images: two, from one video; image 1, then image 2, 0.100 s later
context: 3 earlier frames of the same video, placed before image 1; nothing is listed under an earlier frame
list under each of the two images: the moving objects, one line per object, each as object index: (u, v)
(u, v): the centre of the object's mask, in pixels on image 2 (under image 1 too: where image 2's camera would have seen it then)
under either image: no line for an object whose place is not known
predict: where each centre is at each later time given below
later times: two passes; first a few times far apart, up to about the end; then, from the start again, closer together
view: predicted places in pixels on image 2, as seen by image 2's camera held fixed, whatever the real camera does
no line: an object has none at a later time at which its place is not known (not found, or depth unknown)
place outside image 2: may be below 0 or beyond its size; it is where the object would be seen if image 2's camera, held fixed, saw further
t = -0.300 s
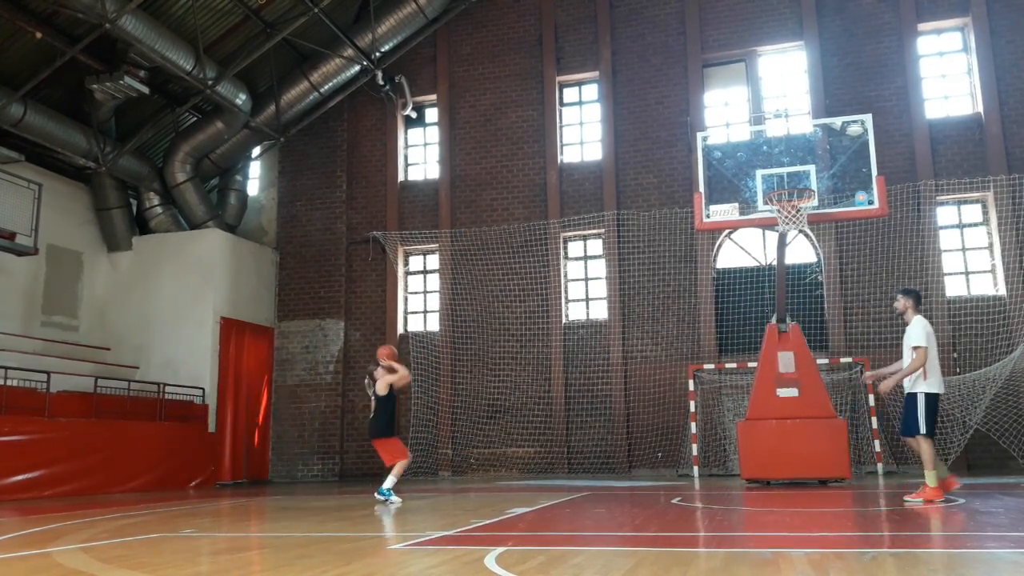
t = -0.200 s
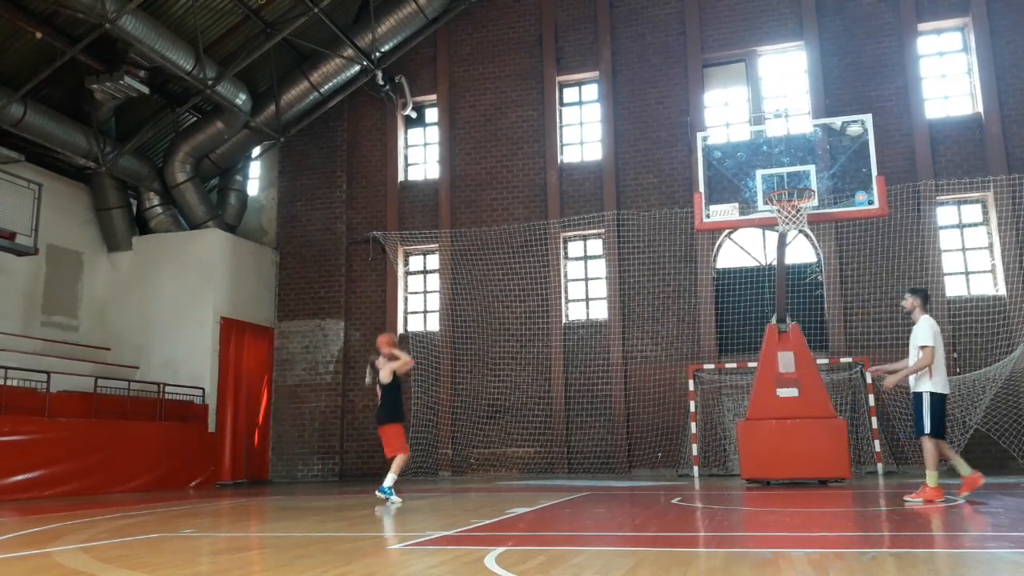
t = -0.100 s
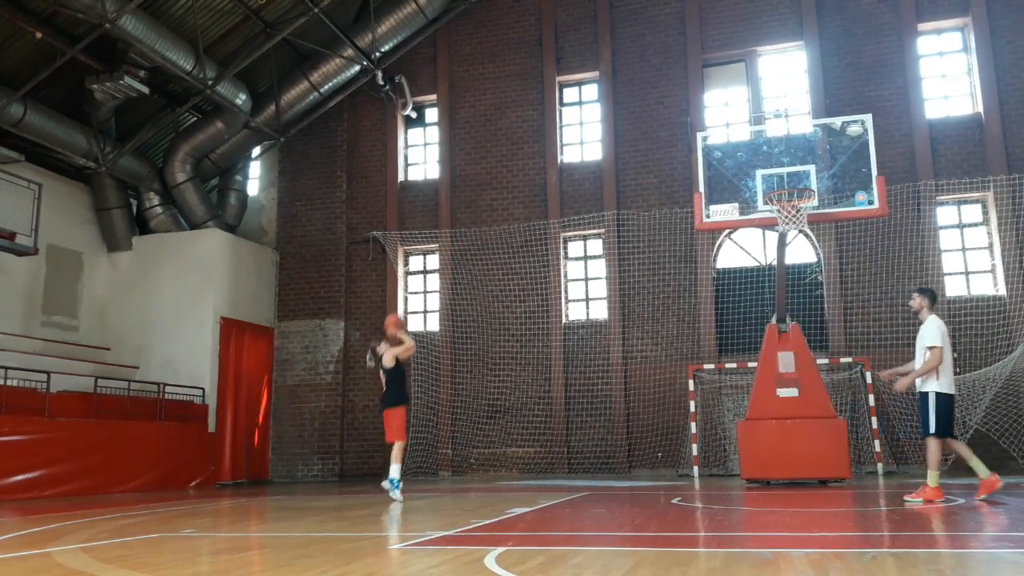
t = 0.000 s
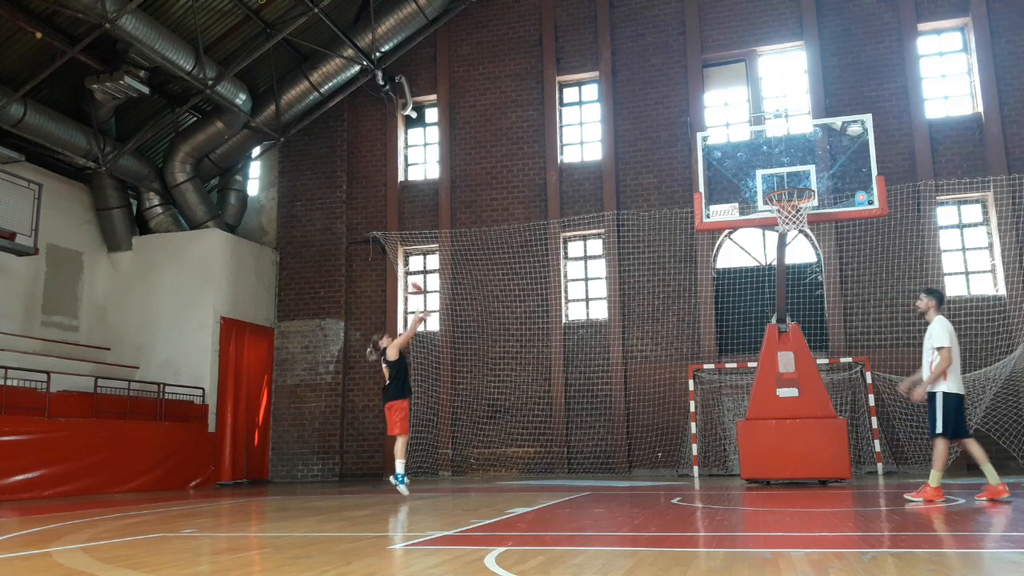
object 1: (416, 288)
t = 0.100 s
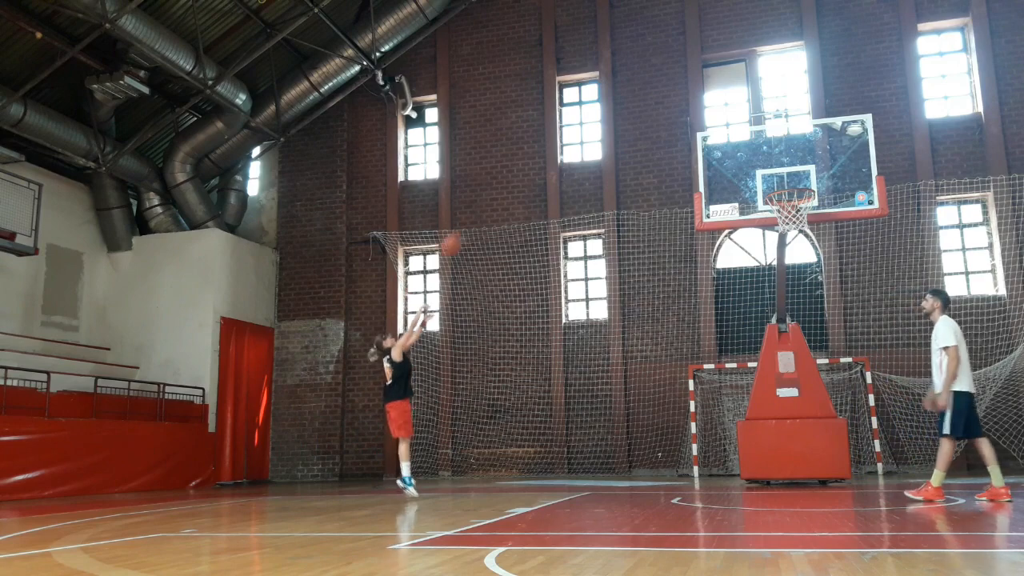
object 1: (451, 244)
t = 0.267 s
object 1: (510, 190)
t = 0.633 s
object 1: (647, 144)
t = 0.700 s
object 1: (674, 146)
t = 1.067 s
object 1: (810, 207)
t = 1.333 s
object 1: (804, 232)
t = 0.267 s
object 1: (510, 190)
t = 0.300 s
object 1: (522, 183)
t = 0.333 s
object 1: (534, 175)
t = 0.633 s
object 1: (647, 144)
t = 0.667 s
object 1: (660, 144)
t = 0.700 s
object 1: (674, 146)
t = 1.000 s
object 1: (808, 208)
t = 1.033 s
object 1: (810, 206)
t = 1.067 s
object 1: (810, 207)
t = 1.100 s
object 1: (809, 209)
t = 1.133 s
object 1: (808, 209)
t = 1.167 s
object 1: (807, 209)
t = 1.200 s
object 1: (806, 212)
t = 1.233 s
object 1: (806, 216)
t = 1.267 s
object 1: (804, 220)
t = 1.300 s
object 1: (804, 225)
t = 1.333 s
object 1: (804, 232)
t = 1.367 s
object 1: (803, 241)
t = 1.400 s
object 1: (802, 251)
